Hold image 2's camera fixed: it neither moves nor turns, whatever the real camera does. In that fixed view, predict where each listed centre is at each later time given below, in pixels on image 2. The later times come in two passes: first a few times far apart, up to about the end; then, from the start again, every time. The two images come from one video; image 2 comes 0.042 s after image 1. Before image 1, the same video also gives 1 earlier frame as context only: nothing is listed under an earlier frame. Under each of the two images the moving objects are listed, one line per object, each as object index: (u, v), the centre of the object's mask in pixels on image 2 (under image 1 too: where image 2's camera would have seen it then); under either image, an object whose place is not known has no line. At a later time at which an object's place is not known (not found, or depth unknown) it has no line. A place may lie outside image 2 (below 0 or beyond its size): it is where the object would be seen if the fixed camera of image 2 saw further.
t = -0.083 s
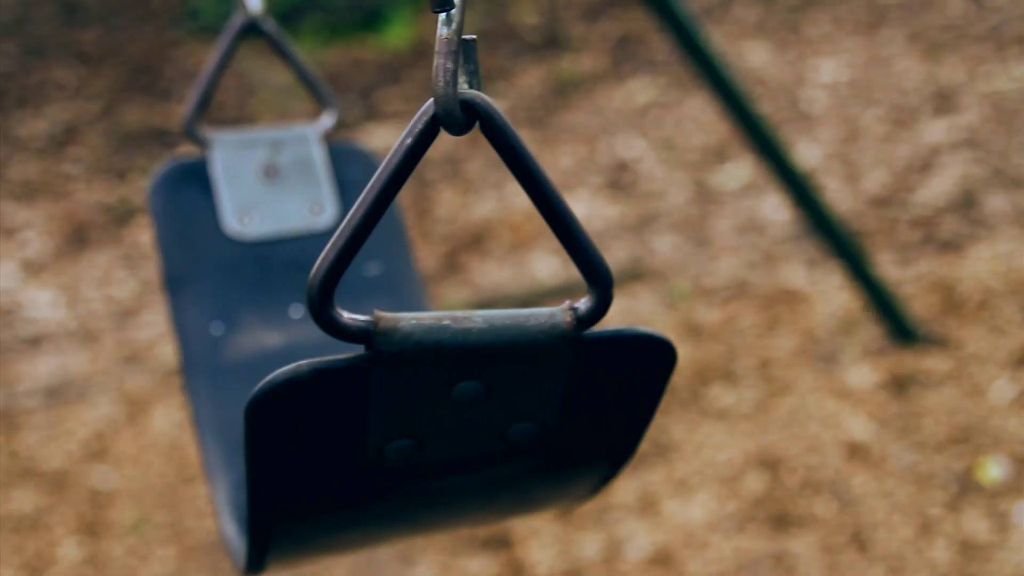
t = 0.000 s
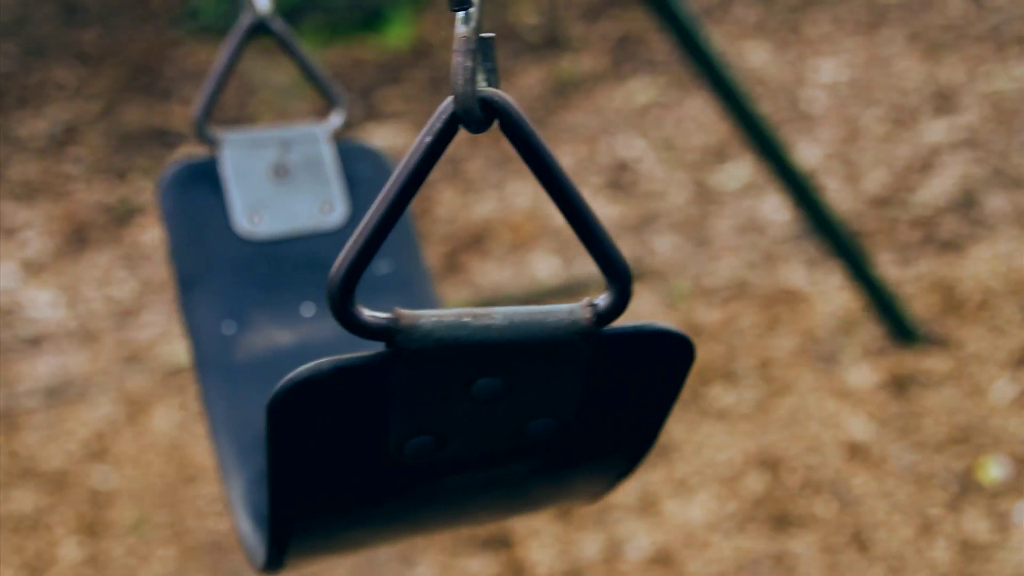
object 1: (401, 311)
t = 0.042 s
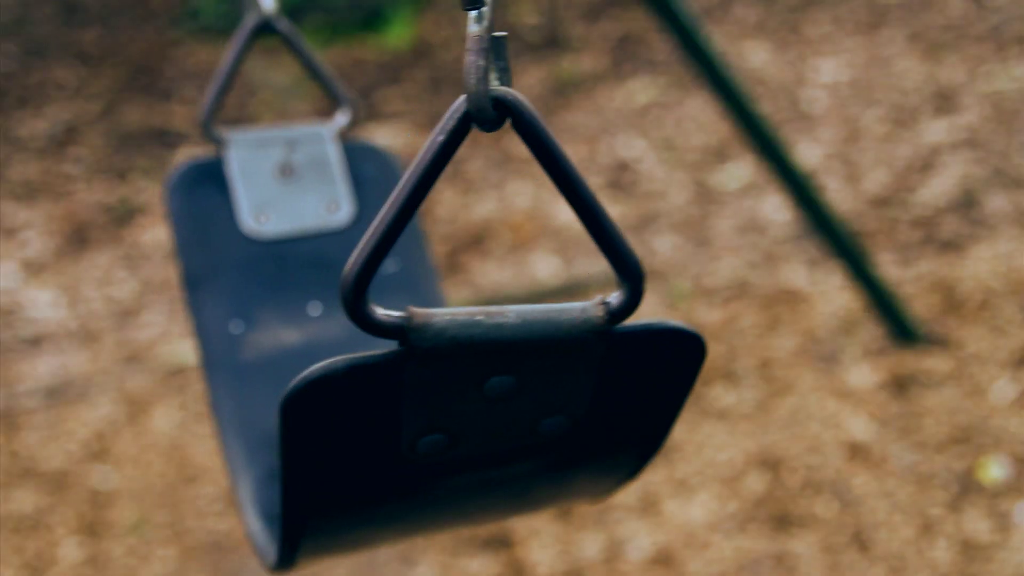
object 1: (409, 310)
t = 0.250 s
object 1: (462, 302)
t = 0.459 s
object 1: (512, 293)
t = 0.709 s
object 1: (546, 289)
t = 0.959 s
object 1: (535, 291)
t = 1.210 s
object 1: (485, 301)
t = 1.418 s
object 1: (432, 308)
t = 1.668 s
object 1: (386, 313)
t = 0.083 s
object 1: (419, 308)
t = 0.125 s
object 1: (429, 306)
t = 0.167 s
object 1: (440, 305)
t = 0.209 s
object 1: (451, 304)
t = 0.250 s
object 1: (462, 302)
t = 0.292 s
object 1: (473, 300)
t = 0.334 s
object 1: (484, 298)
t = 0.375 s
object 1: (494, 296)
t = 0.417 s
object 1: (503, 294)
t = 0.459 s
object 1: (512, 293)
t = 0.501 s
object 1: (520, 291)
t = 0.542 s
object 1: (528, 291)
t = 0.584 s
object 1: (534, 290)
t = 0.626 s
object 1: (539, 289)
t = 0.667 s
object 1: (541, 289)
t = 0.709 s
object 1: (546, 289)
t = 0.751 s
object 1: (548, 289)
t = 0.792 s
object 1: (548, 289)
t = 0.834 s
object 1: (547, 290)
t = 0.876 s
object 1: (545, 290)
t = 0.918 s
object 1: (540, 290)
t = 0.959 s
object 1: (535, 291)
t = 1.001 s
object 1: (530, 293)
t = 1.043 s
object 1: (523, 294)
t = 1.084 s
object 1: (515, 296)
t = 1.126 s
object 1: (506, 297)
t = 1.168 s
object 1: (496, 299)
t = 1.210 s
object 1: (485, 301)
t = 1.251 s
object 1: (474, 303)
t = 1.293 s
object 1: (463, 304)
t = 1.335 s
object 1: (453, 306)
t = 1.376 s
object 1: (442, 307)
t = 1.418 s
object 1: (432, 308)
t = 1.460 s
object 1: (422, 309)
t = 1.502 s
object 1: (413, 309)
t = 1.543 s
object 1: (405, 311)
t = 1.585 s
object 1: (397, 312)
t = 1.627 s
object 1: (391, 312)
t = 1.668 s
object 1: (386, 313)
